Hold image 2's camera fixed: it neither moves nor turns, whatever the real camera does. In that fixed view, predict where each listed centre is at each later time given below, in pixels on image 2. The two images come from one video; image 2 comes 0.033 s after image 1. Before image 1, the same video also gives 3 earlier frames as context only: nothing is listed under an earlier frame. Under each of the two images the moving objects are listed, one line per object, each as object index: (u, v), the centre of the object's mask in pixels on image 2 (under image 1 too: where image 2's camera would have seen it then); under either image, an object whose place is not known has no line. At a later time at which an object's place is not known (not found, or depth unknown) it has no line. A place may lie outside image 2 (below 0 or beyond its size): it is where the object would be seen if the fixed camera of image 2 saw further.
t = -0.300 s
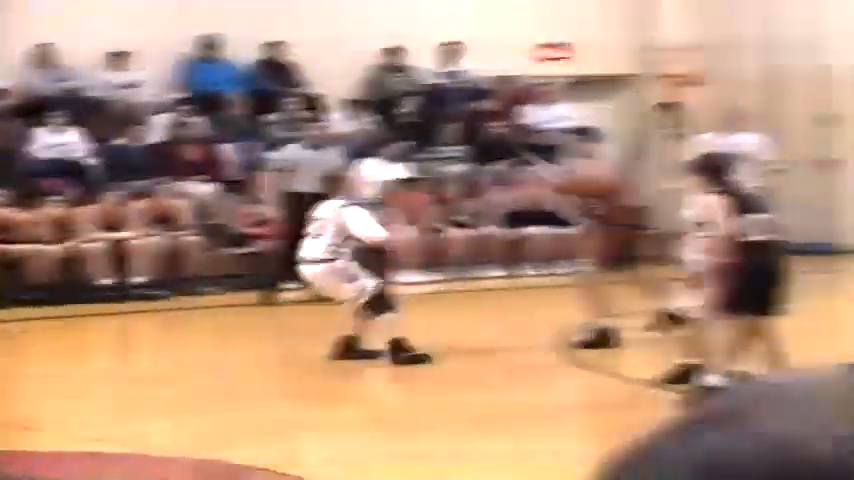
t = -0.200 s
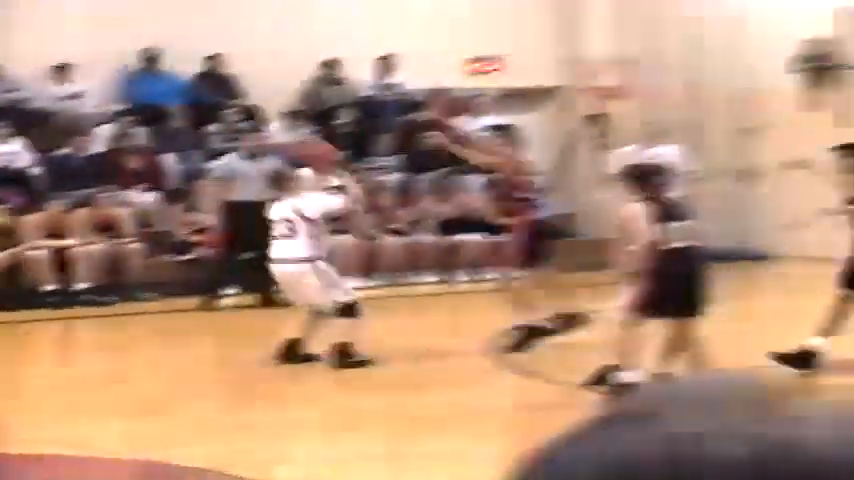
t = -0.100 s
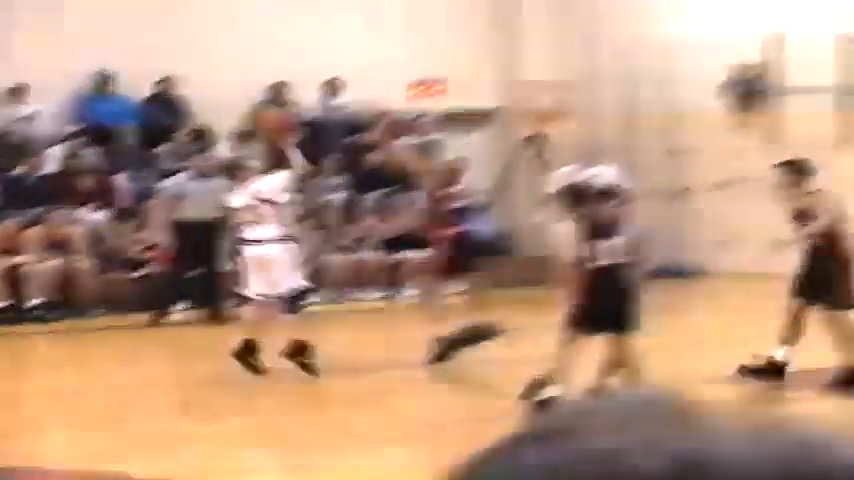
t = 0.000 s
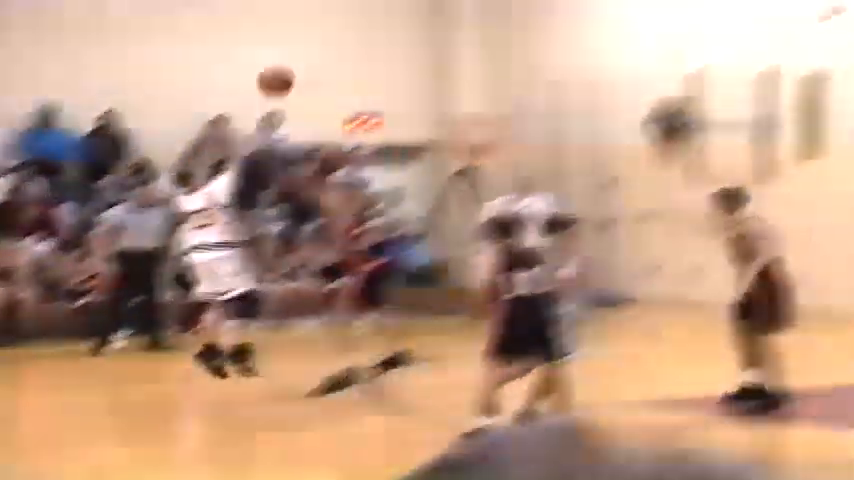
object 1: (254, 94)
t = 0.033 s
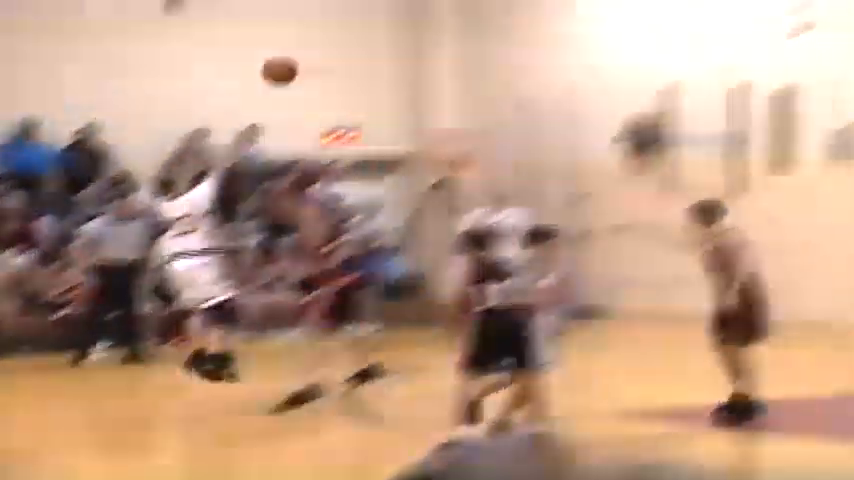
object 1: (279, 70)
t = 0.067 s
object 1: (304, 48)
